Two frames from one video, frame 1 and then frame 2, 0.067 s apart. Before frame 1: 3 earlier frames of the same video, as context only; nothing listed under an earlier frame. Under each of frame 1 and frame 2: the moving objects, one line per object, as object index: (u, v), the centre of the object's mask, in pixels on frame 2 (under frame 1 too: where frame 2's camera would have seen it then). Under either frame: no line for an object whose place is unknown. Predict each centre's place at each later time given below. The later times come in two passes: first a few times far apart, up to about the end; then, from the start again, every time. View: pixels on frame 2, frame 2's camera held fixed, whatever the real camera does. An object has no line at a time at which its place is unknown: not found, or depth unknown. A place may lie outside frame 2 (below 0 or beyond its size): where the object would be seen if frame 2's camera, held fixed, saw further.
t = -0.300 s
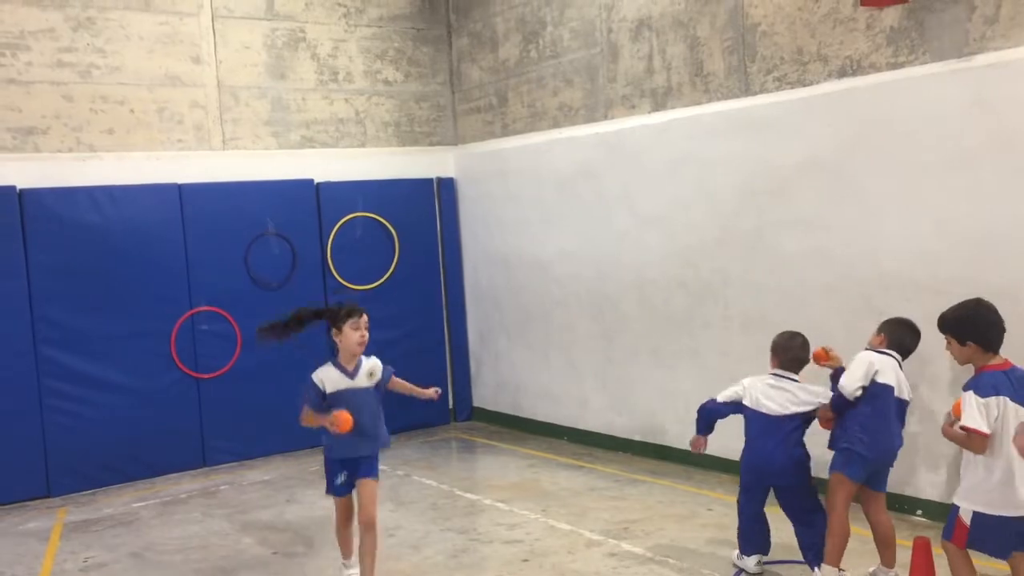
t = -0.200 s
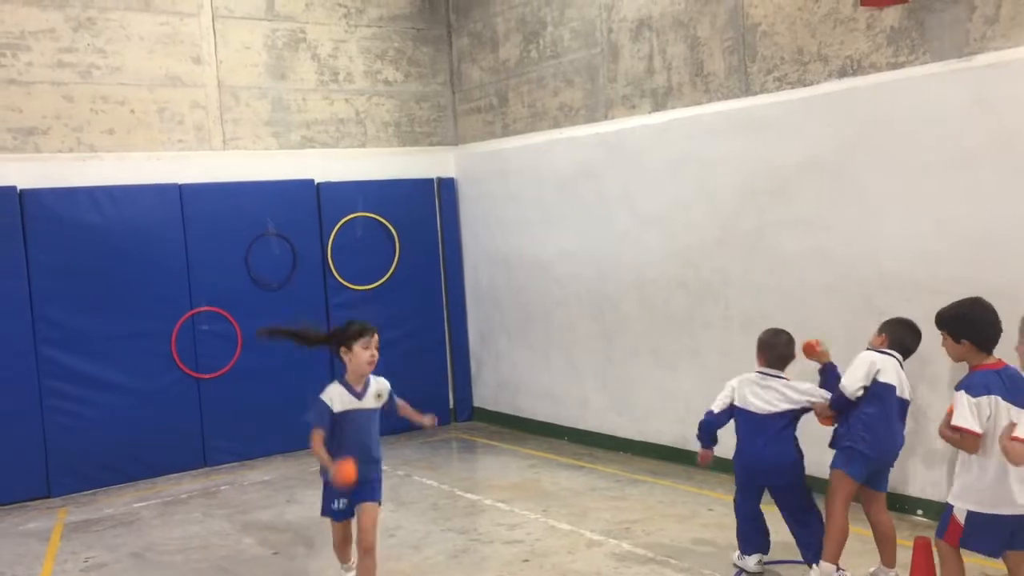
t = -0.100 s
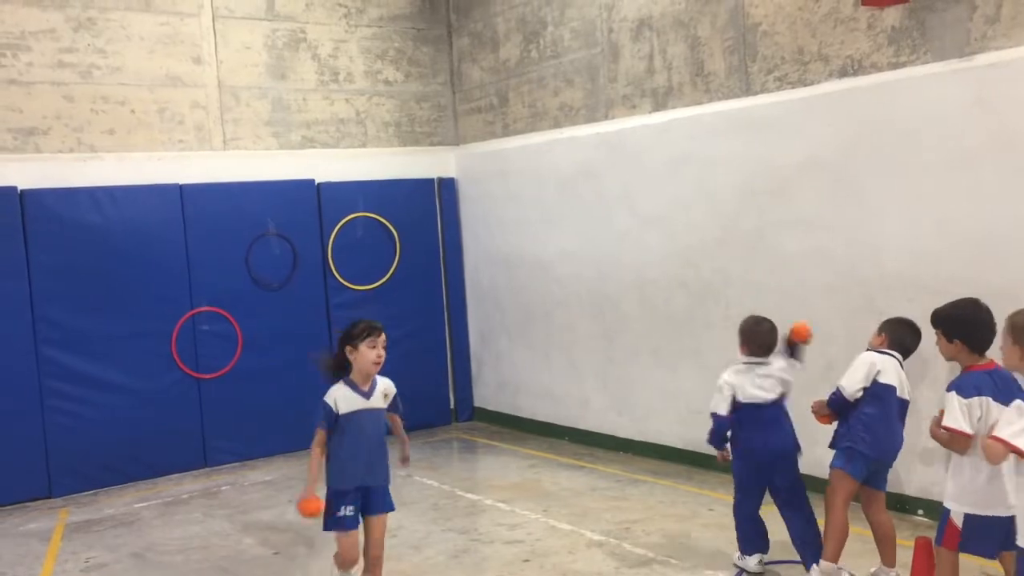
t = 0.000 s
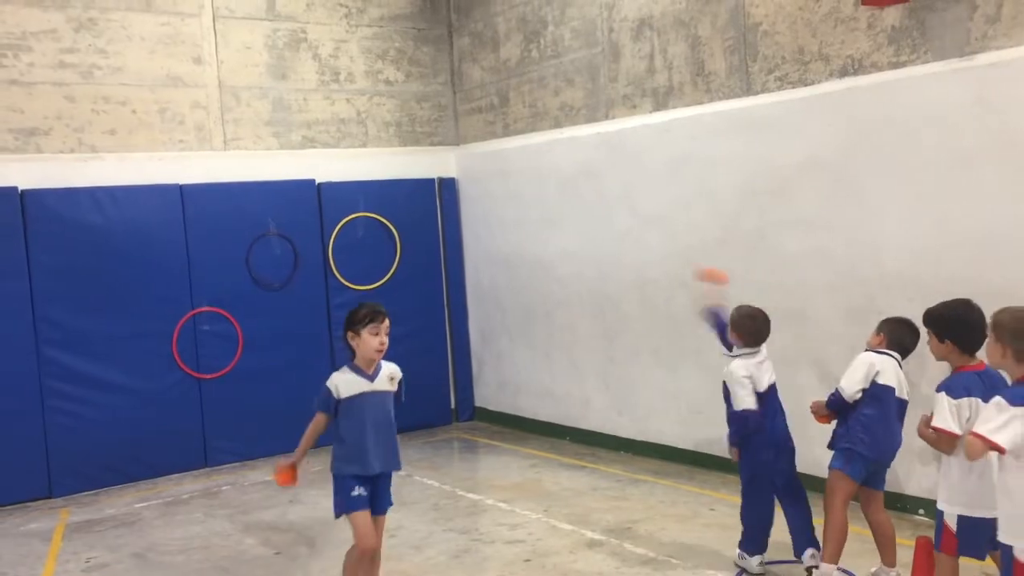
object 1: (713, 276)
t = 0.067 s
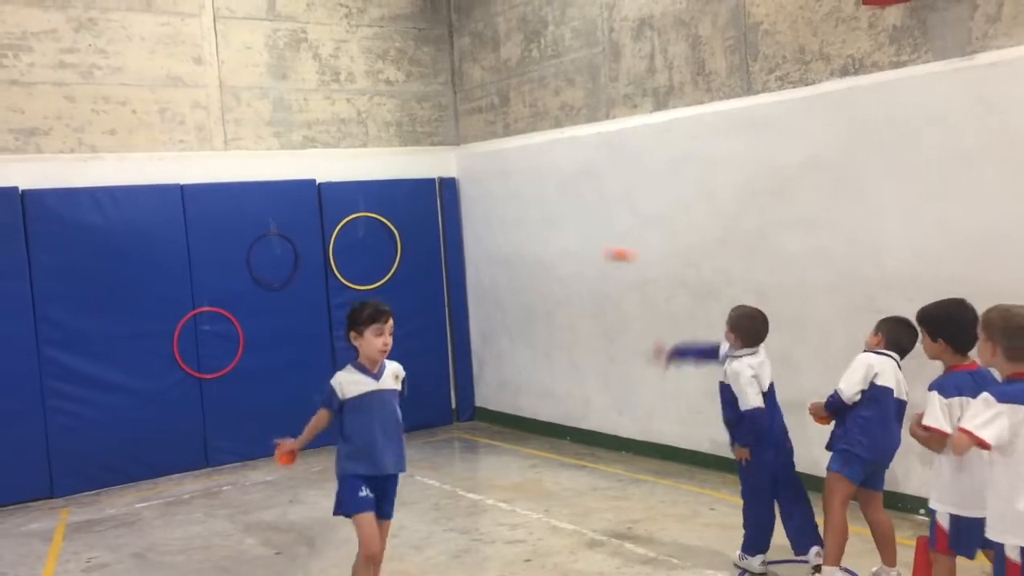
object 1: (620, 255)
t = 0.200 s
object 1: (481, 246)
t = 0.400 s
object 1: (344, 282)
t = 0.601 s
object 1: (346, 347)
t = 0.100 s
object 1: (580, 249)
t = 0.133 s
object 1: (544, 246)
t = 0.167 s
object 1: (511, 245)
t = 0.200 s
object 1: (481, 246)
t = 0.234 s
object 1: (453, 248)
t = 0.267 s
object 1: (428, 252)
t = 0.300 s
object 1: (405, 258)
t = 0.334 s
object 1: (383, 264)
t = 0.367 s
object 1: (362, 273)
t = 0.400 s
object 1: (344, 282)
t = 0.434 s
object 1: (326, 292)
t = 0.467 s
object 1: (321, 301)
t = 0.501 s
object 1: (327, 309)
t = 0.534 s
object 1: (333, 320)
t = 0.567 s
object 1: (340, 333)
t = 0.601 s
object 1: (346, 347)
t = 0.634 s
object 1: (353, 363)
